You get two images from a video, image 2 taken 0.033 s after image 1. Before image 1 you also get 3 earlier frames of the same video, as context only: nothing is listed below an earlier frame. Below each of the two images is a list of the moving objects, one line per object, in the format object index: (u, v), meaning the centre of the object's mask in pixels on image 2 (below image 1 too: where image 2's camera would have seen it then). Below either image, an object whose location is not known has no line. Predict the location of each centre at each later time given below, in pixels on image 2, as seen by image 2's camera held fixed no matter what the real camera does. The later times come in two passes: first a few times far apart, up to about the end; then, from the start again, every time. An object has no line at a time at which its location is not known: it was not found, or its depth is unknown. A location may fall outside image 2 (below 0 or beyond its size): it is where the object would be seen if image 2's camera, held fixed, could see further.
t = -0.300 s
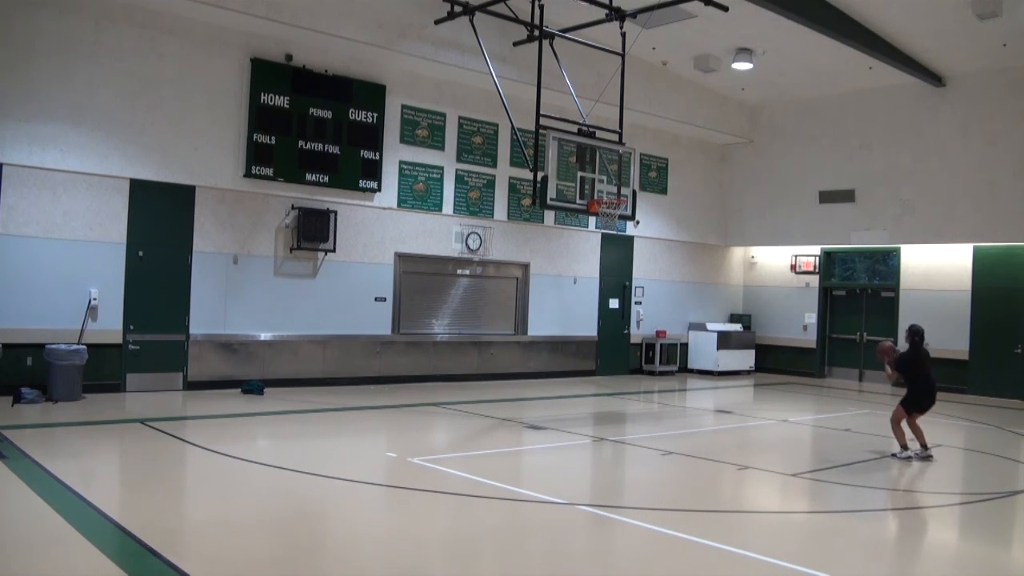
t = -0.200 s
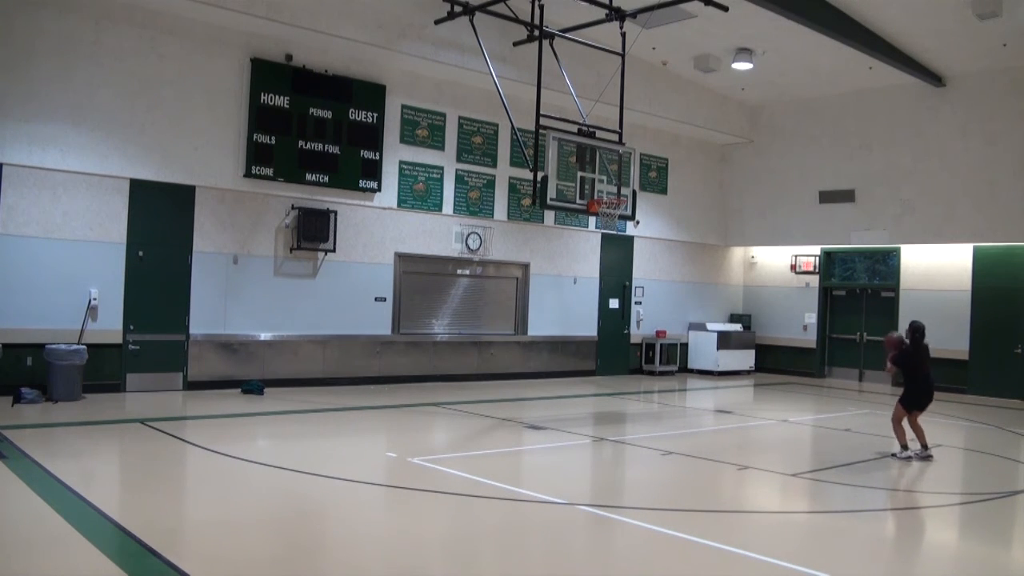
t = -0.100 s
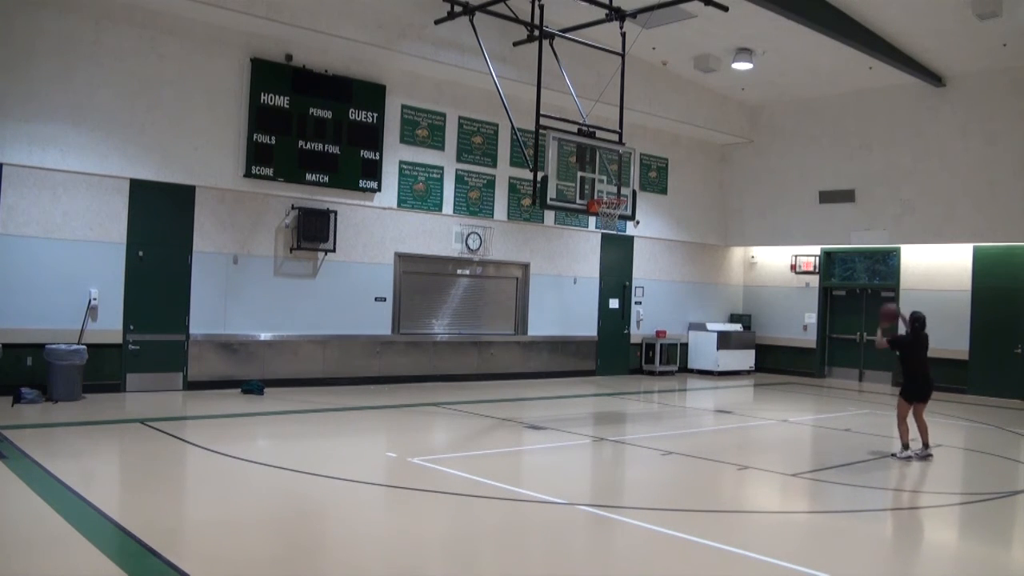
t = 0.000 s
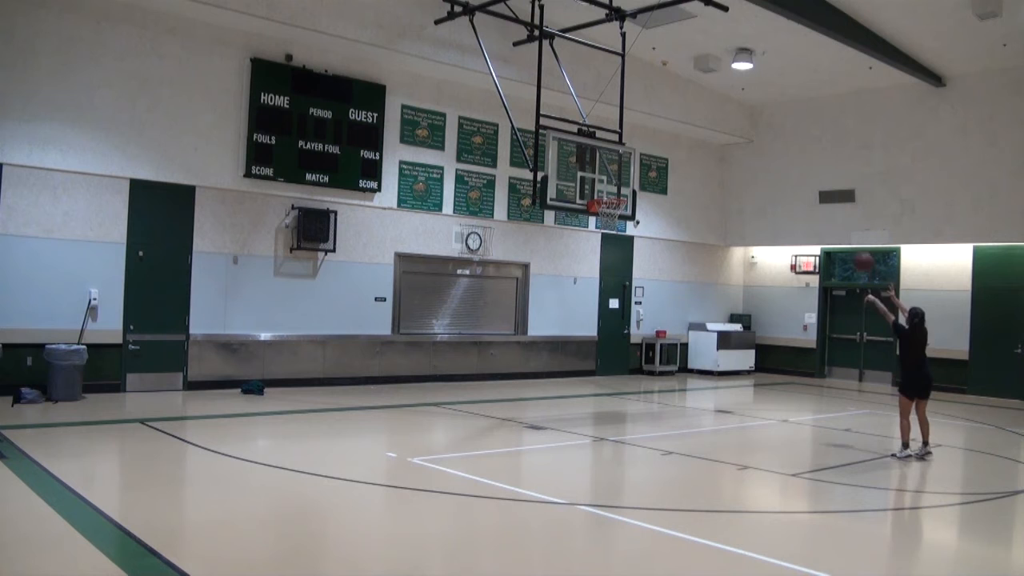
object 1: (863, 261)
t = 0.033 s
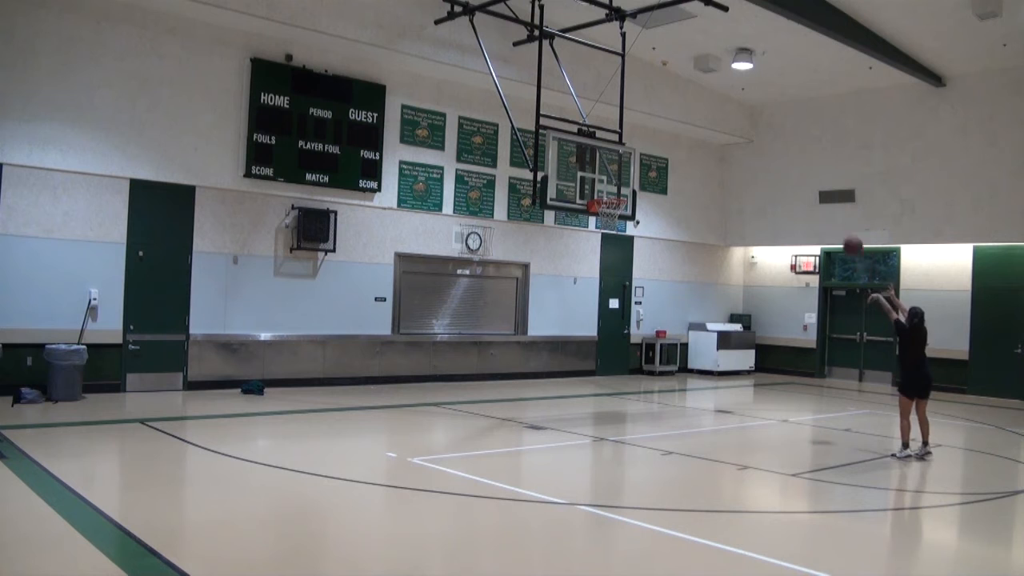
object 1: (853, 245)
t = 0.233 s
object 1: (794, 176)
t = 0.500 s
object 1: (723, 139)
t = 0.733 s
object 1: (667, 151)
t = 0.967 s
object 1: (615, 196)
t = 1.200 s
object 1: (598, 225)
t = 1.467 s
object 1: (593, 276)
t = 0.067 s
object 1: (843, 232)
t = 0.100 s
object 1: (833, 219)
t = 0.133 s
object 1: (823, 206)
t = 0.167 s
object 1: (812, 195)
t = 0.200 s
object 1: (804, 185)
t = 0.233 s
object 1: (794, 176)
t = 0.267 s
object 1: (785, 168)
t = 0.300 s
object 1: (776, 162)
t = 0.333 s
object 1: (767, 155)
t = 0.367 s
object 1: (758, 150)
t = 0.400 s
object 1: (749, 146)
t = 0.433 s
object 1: (740, 143)
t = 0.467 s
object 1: (732, 141)
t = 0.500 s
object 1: (723, 139)
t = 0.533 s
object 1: (715, 139)
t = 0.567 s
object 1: (707, 139)
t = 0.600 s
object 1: (699, 140)
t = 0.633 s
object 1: (690, 142)
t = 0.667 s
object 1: (682, 144)
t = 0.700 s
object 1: (675, 147)
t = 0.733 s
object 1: (667, 151)
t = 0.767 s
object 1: (660, 156)
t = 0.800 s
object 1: (651, 161)
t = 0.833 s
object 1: (644, 167)
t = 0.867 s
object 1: (635, 175)
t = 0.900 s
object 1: (629, 182)
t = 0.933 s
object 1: (621, 190)
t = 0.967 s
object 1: (615, 196)
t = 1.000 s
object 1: (605, 204)
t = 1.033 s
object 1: (600, 216)
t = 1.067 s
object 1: (599, 219)
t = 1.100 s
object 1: (599, 219)
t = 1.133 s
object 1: (599, 220)
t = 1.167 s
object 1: (599, 221)
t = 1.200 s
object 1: (598, 225)
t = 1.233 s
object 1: (598, 229)
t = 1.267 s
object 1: (597, 233)
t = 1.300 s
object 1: (596, 239)
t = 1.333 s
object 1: (596, 245)
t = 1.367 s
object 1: (595, 251)
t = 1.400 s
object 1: (595, 259)
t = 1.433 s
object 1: (594, 267)
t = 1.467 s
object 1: (593, 276)
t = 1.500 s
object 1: (593, 285)
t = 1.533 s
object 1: (592, 296)
